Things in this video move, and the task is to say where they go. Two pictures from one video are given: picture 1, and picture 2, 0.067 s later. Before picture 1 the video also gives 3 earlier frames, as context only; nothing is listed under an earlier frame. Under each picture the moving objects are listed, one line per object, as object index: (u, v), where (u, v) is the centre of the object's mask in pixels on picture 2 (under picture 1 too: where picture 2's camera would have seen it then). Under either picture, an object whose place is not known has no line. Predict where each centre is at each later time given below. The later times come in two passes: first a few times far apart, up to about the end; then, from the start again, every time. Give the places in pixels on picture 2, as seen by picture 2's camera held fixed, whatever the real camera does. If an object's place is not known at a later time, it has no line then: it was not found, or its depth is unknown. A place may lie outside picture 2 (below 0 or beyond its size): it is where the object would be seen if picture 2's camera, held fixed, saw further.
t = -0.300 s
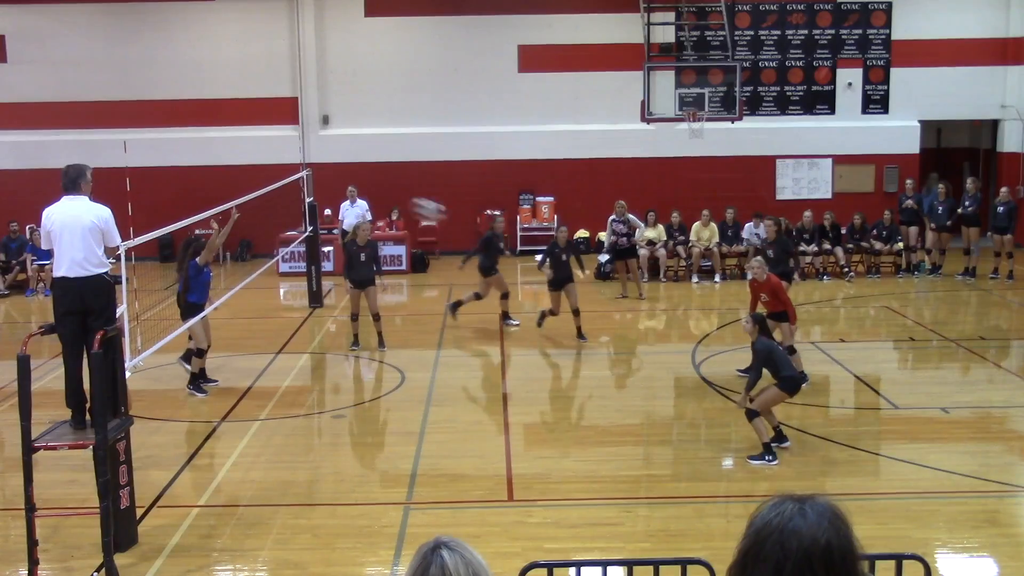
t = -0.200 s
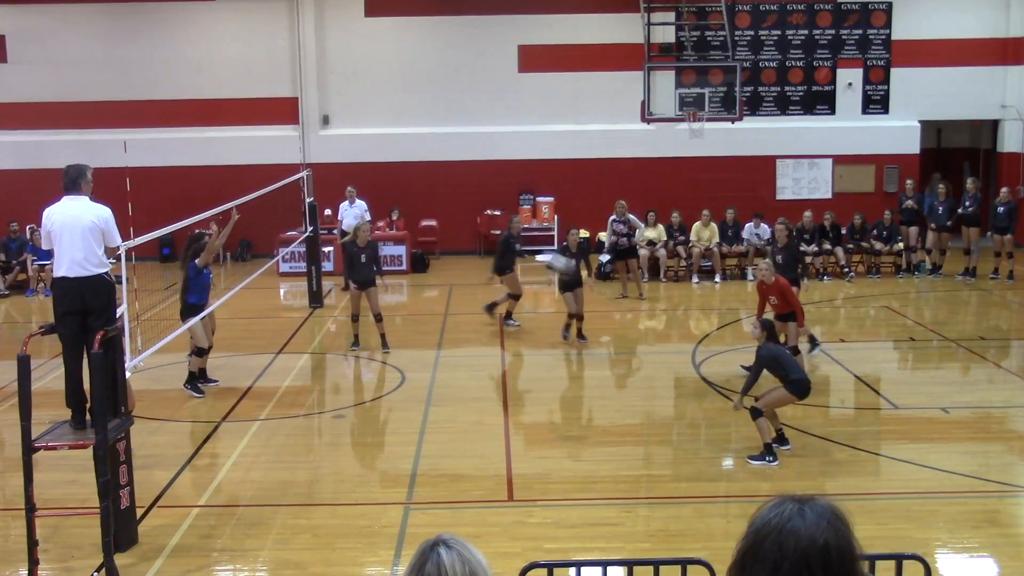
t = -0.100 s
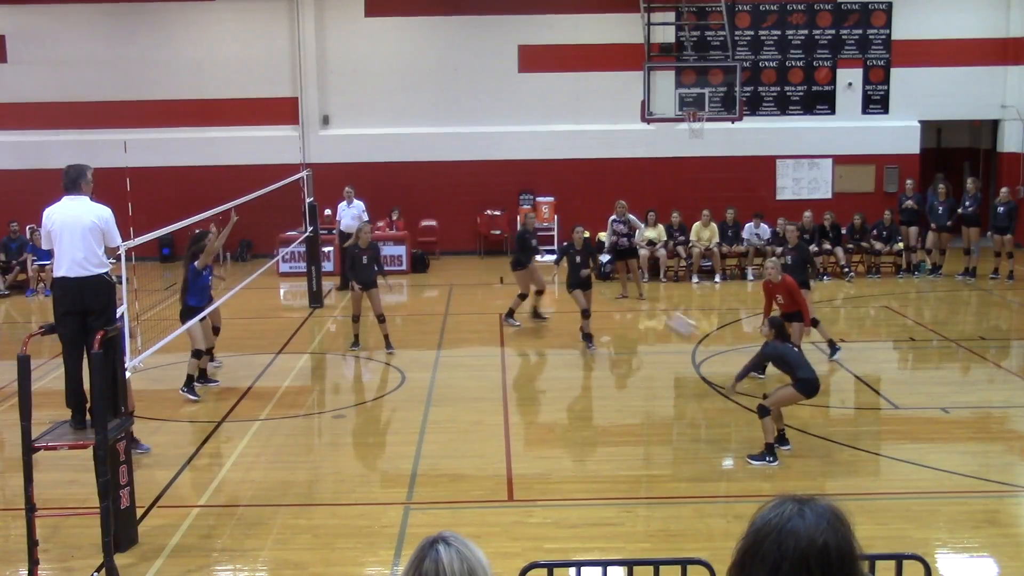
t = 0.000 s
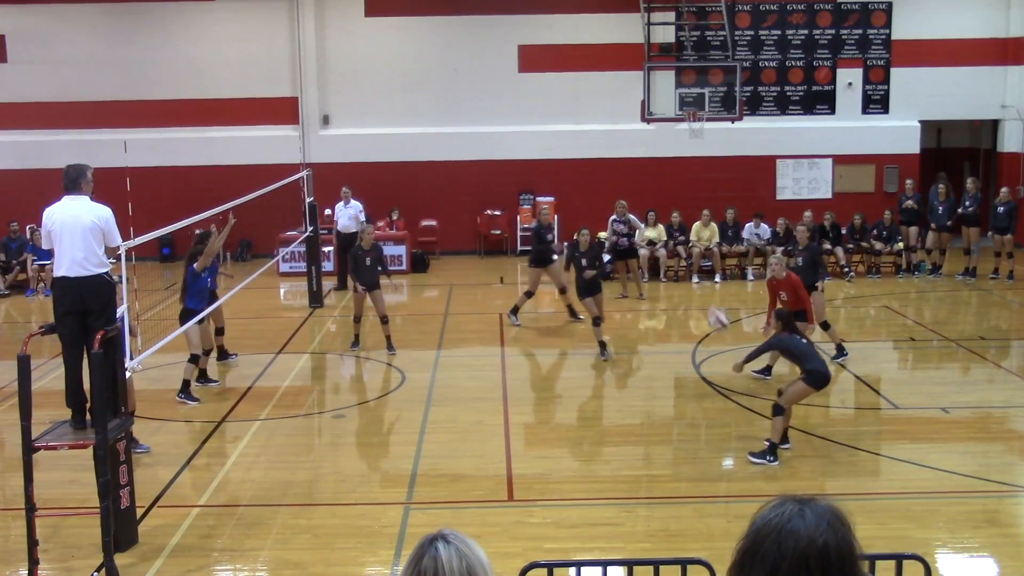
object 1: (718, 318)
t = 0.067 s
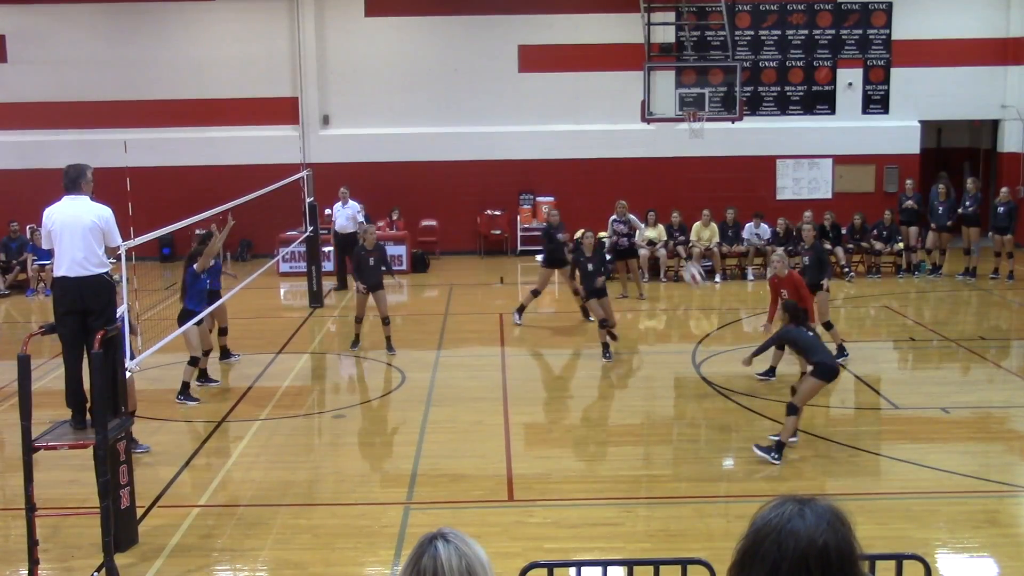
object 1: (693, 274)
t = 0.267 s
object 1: (620, 173)
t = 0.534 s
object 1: (534, 106)
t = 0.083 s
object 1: (687, 264)
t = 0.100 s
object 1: (680, 253)
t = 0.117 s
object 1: (676, 245)
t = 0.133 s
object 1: (670, 236)
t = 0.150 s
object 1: (663, 226)
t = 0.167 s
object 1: (656, 216)
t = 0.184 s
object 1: (651, 209)
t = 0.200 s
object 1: (644, 201)
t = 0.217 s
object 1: (638, 194)
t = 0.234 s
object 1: (632, 187)
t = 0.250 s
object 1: (626, 180)
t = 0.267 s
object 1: (620, 173)
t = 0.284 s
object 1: (614, 167)
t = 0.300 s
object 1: (609, 161)
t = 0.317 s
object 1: (603, 155)
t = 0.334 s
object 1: (597, 150)
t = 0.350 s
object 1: (591, 145)
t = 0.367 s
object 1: (586, 139)
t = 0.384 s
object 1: (580, 134)
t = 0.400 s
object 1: (574, 130)
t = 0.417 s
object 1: (569, 126)
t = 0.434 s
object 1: (563, 122)
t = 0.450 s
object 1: (559, 119)
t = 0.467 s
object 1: (553, 116)
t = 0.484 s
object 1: (548, 113)
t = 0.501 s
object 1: (543, 111)
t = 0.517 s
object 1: (539, 108)
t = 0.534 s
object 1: (534, 106)
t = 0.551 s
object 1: (530, 104)
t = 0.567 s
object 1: (525, 102)
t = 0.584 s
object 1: (521, 101)
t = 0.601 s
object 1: (517, 100)
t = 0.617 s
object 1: (514, 99)
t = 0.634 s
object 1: (509, 99)
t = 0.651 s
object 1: (506, 98)
